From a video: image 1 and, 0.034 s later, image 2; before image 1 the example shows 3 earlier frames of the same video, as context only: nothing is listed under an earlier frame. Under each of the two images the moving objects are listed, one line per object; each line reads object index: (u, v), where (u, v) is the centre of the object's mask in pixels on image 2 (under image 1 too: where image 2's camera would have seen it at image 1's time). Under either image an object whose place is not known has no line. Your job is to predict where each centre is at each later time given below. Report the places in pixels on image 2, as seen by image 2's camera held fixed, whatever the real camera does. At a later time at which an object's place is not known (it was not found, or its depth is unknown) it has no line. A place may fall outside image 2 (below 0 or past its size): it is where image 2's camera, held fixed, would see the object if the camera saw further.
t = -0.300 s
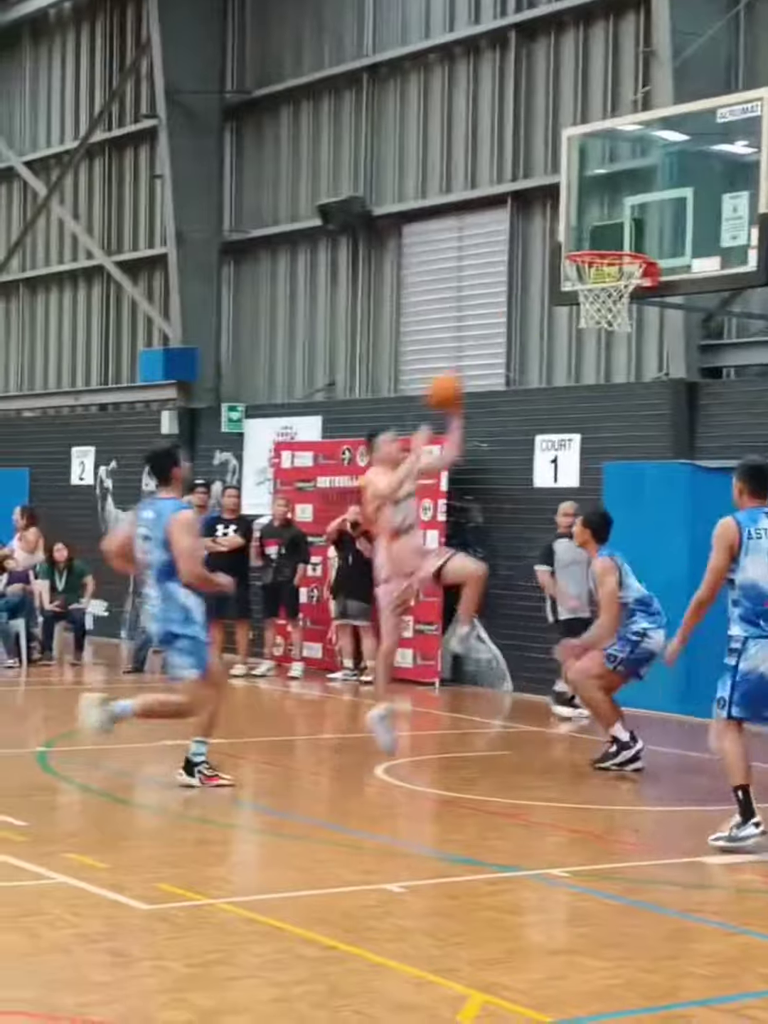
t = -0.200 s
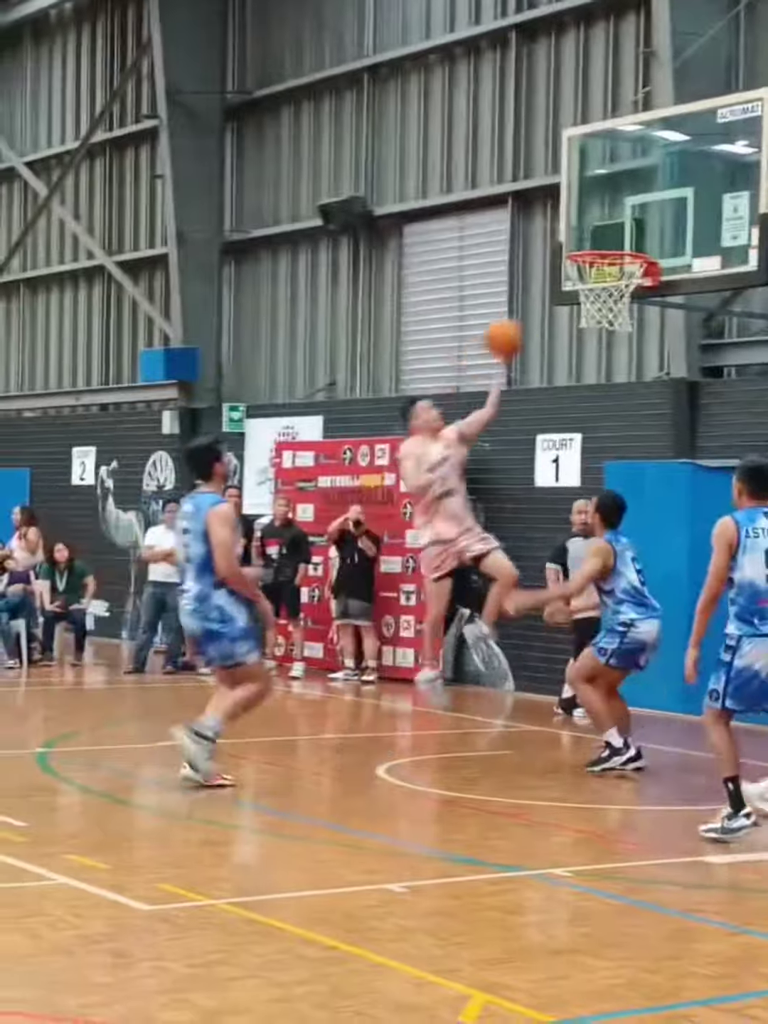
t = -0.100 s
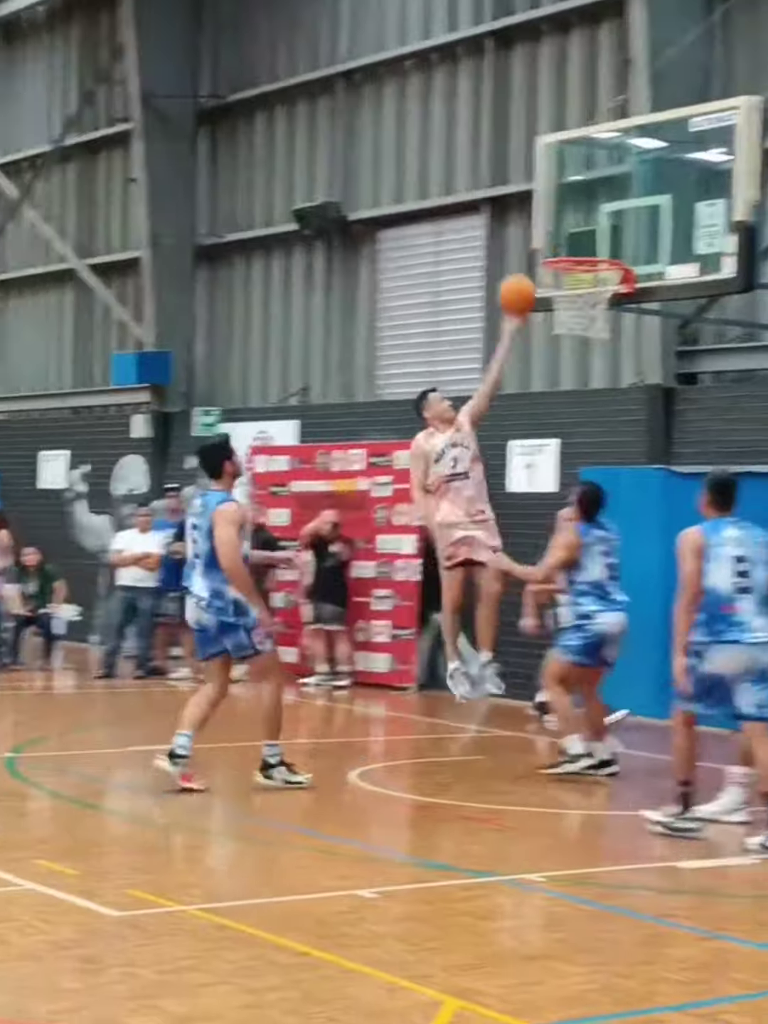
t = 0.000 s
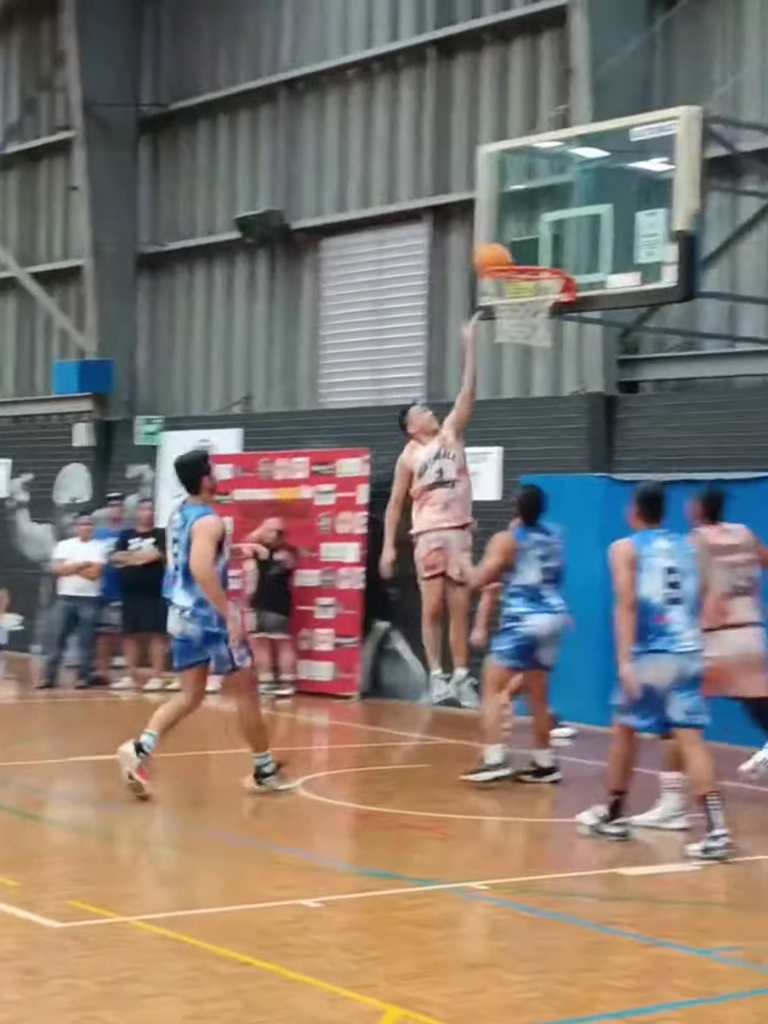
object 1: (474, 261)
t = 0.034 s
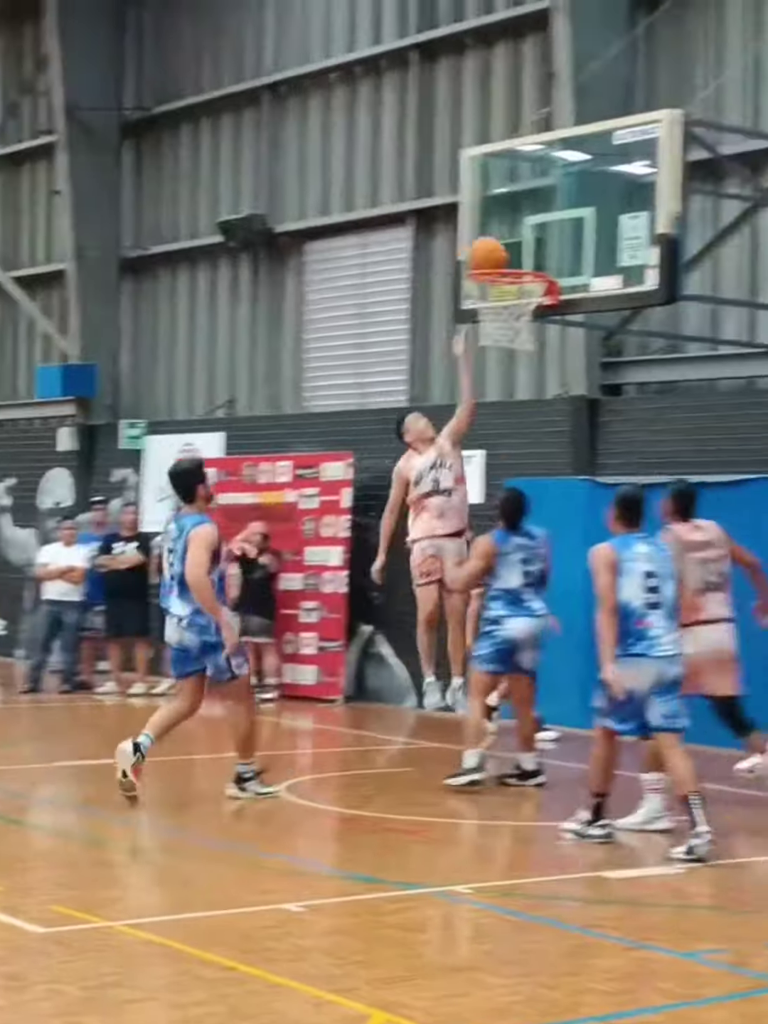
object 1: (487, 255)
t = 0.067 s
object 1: (498, 249)
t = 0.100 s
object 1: (508, 243)
